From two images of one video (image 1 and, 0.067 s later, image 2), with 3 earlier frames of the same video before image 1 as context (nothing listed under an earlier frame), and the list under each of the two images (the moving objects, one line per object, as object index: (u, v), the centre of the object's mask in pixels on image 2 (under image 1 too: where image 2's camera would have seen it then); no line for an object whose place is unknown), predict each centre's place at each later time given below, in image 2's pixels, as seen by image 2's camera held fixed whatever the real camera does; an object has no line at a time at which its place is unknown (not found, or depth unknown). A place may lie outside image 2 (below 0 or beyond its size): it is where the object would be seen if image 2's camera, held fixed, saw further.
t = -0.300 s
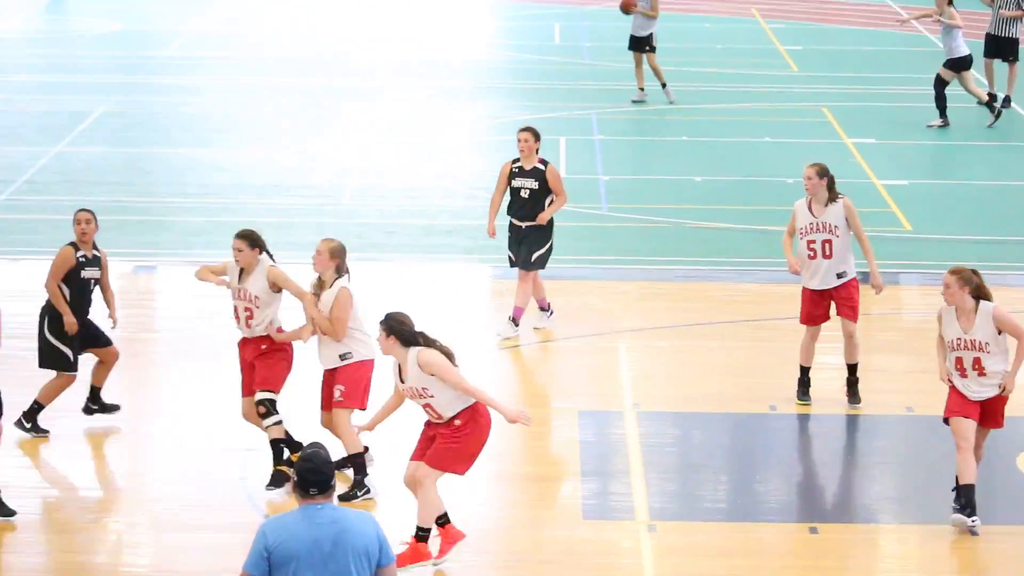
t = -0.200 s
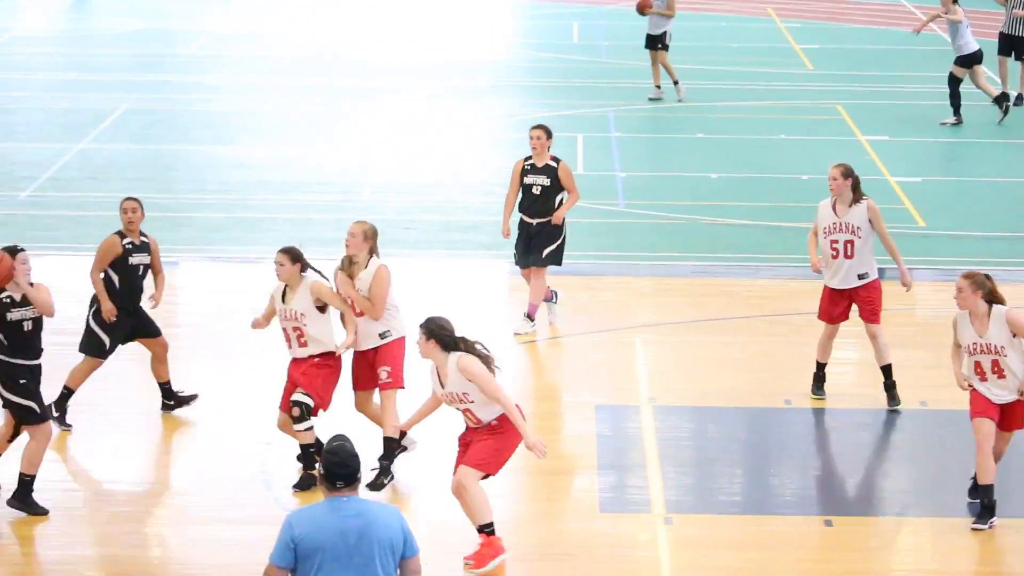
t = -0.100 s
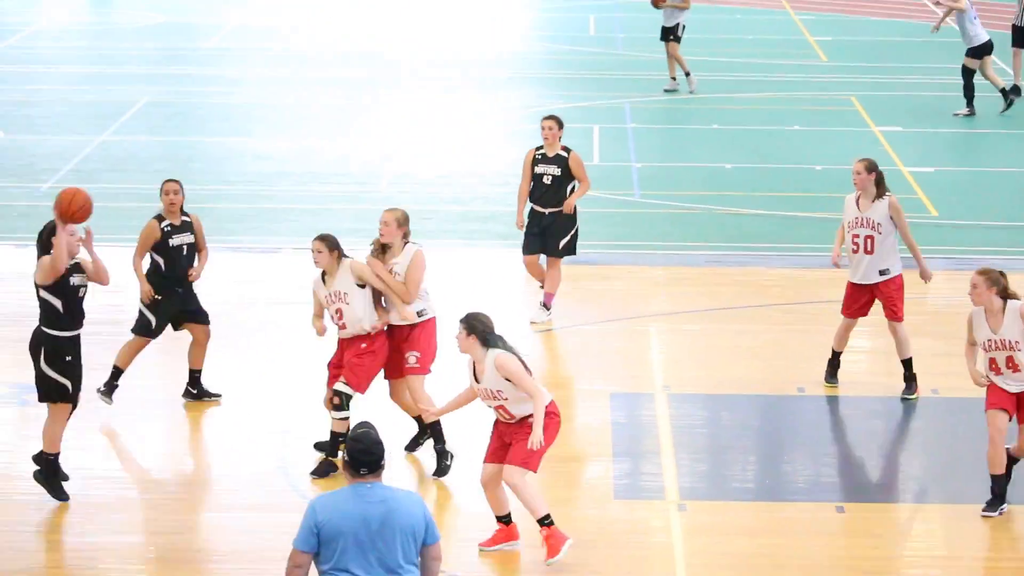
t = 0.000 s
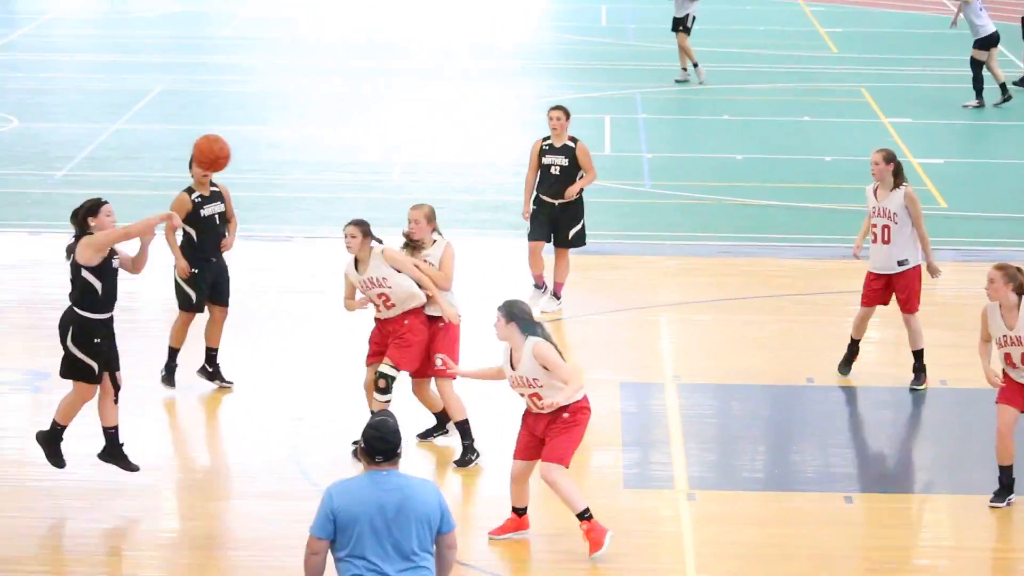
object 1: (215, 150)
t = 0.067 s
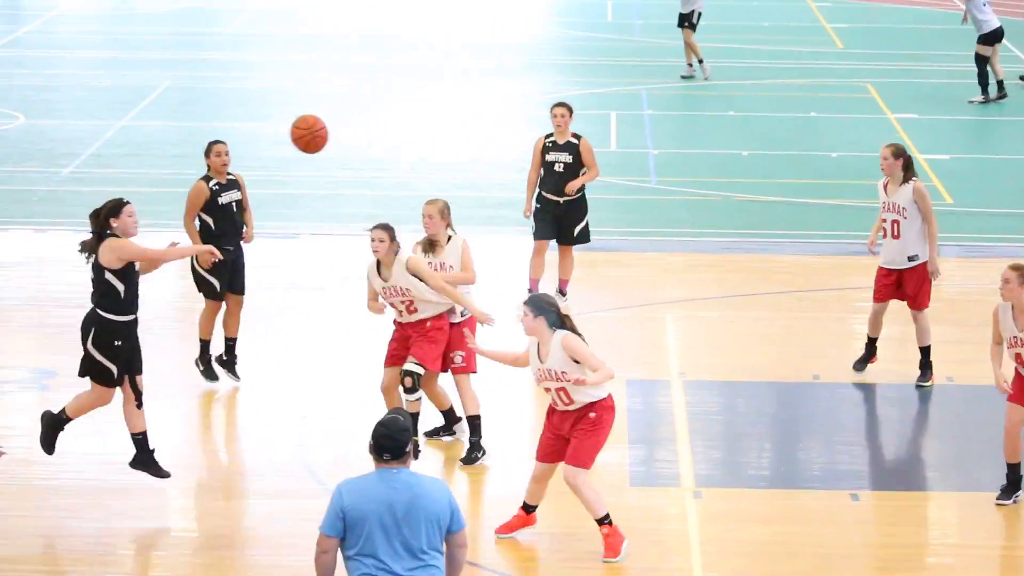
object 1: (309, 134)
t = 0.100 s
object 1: (357, 127)
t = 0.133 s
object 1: (405, 124)
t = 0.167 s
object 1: (453, 123)
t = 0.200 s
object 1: (503, 123)
